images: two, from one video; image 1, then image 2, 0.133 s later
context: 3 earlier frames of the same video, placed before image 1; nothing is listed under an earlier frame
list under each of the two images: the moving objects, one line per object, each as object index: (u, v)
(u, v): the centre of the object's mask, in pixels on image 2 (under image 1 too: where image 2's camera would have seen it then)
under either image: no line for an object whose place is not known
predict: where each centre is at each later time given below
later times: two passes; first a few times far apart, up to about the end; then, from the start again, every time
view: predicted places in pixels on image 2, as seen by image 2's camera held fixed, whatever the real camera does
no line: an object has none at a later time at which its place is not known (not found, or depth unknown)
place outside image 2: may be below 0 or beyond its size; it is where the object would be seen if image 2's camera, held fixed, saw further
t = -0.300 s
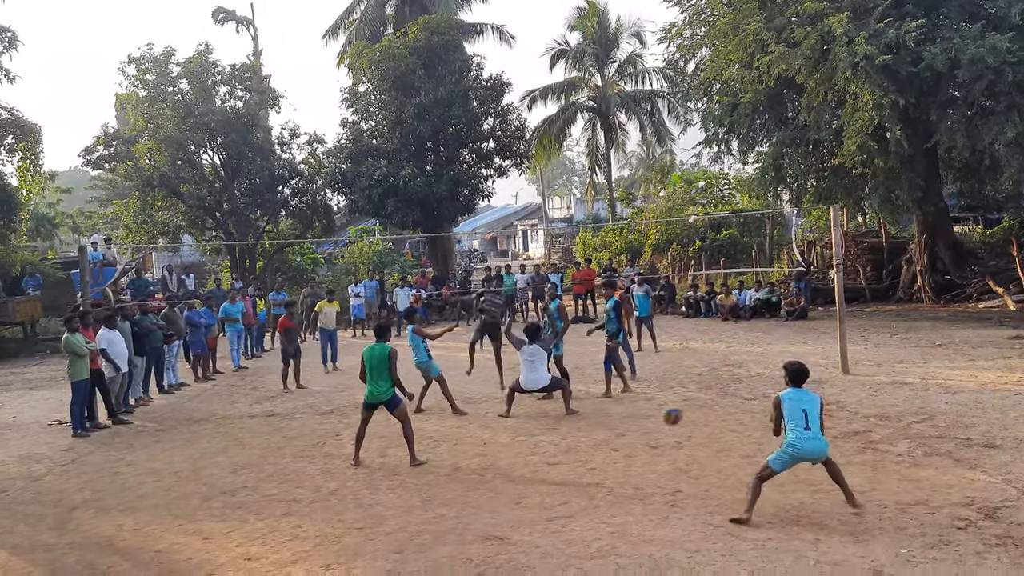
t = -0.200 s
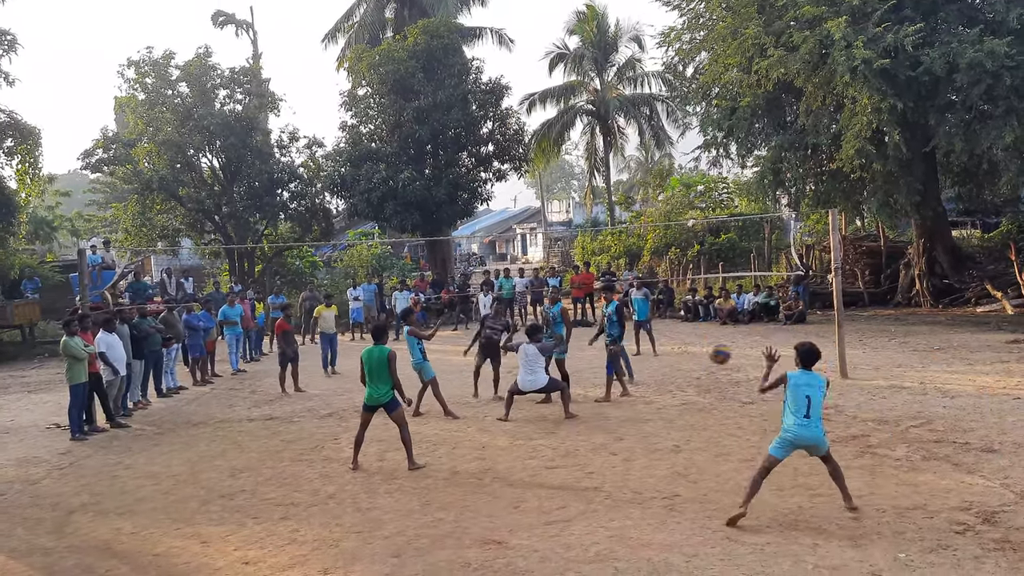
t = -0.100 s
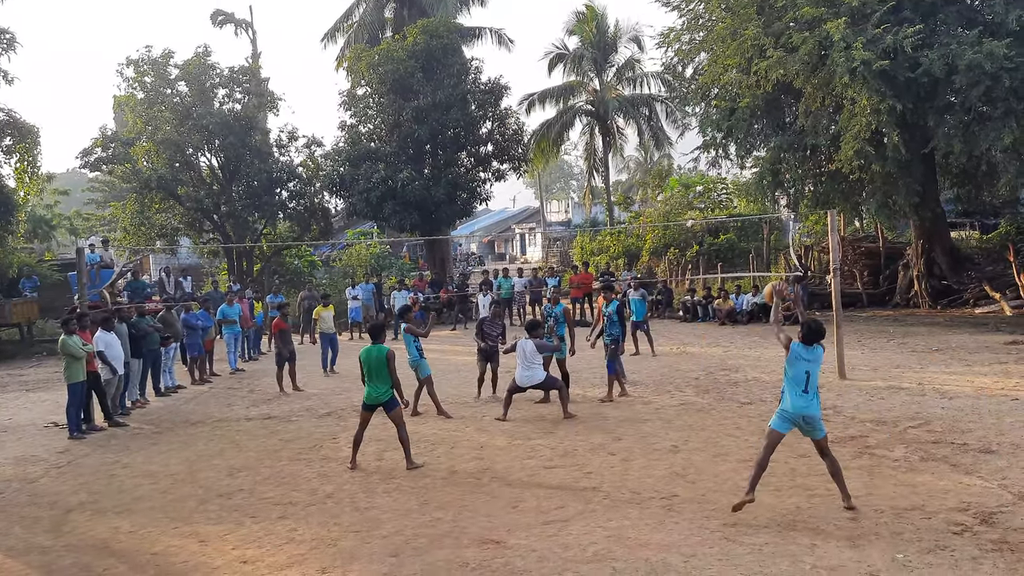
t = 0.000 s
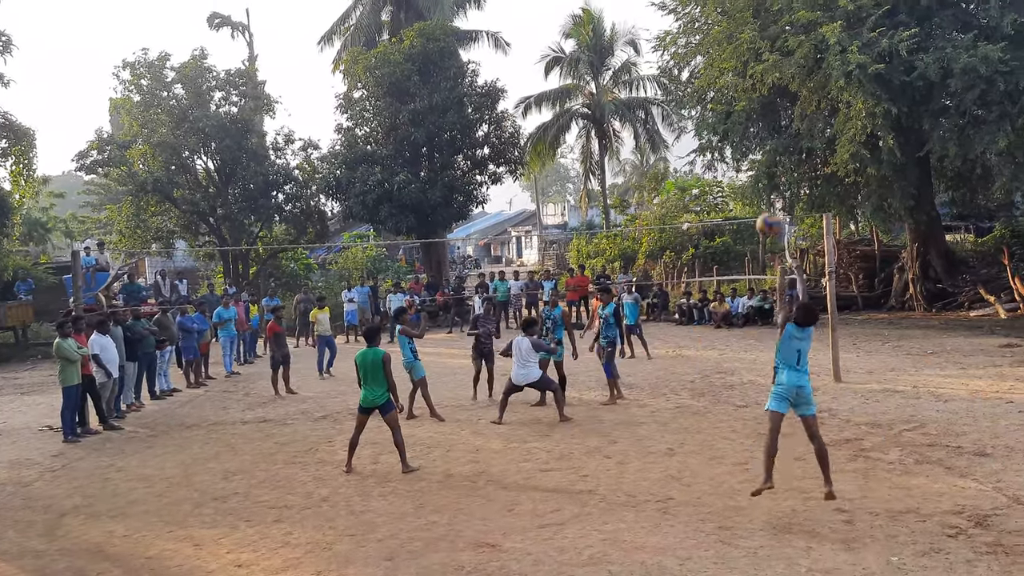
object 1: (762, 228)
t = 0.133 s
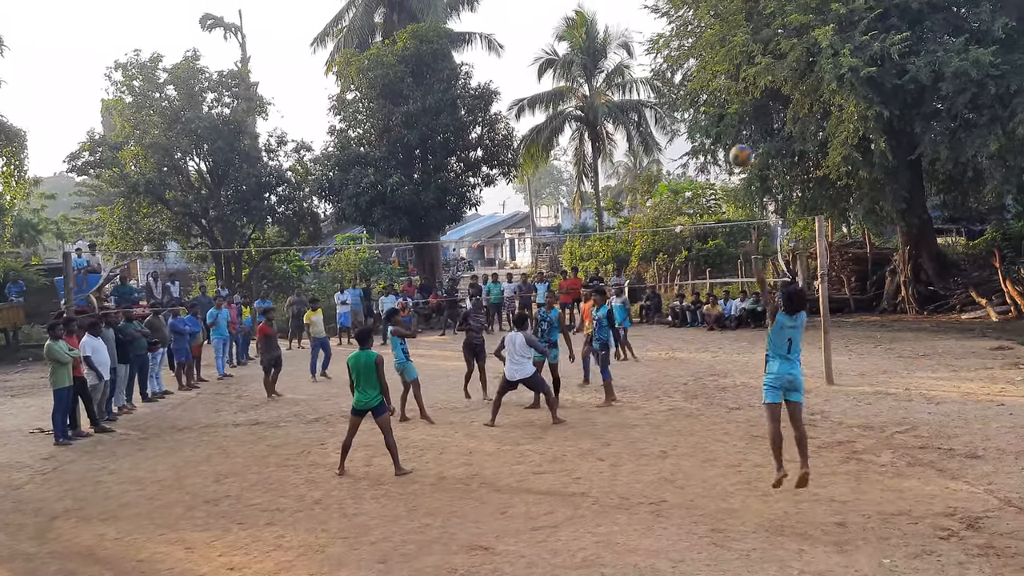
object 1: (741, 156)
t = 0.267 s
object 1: (723, 107)
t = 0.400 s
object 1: (709, 78)
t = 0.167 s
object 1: (736, 141)
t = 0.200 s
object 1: (732, 129)
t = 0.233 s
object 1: (728, 117)
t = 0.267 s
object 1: (723, 107)
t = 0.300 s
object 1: (720, 98)
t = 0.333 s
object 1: (718, 90)
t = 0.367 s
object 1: (713, 84)
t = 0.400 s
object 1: (709, 78)
